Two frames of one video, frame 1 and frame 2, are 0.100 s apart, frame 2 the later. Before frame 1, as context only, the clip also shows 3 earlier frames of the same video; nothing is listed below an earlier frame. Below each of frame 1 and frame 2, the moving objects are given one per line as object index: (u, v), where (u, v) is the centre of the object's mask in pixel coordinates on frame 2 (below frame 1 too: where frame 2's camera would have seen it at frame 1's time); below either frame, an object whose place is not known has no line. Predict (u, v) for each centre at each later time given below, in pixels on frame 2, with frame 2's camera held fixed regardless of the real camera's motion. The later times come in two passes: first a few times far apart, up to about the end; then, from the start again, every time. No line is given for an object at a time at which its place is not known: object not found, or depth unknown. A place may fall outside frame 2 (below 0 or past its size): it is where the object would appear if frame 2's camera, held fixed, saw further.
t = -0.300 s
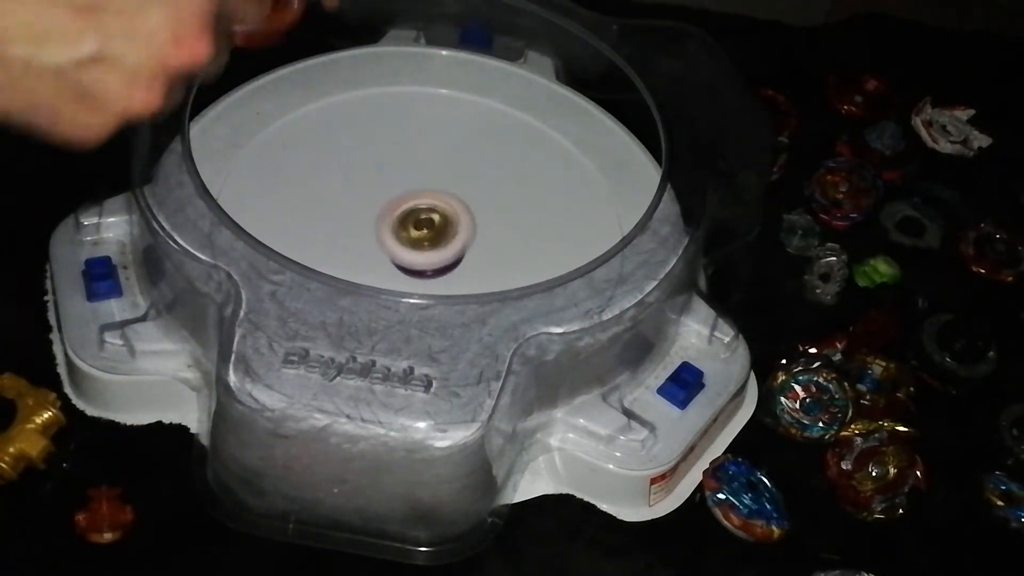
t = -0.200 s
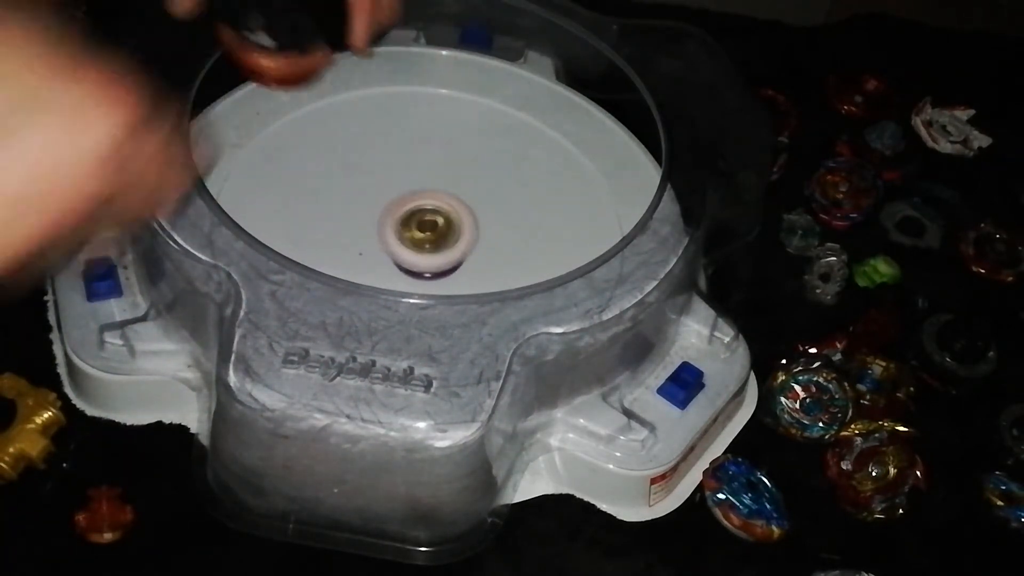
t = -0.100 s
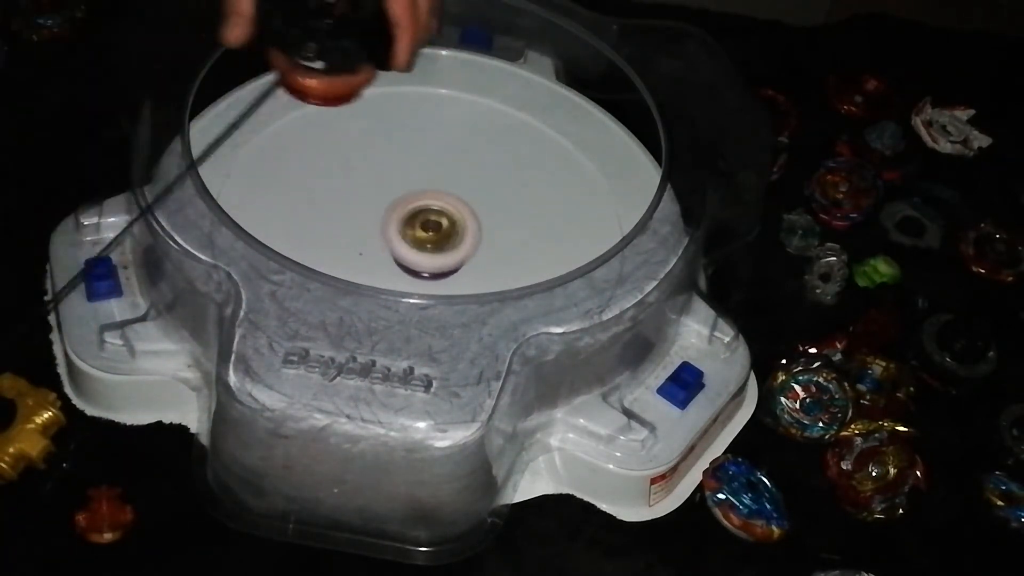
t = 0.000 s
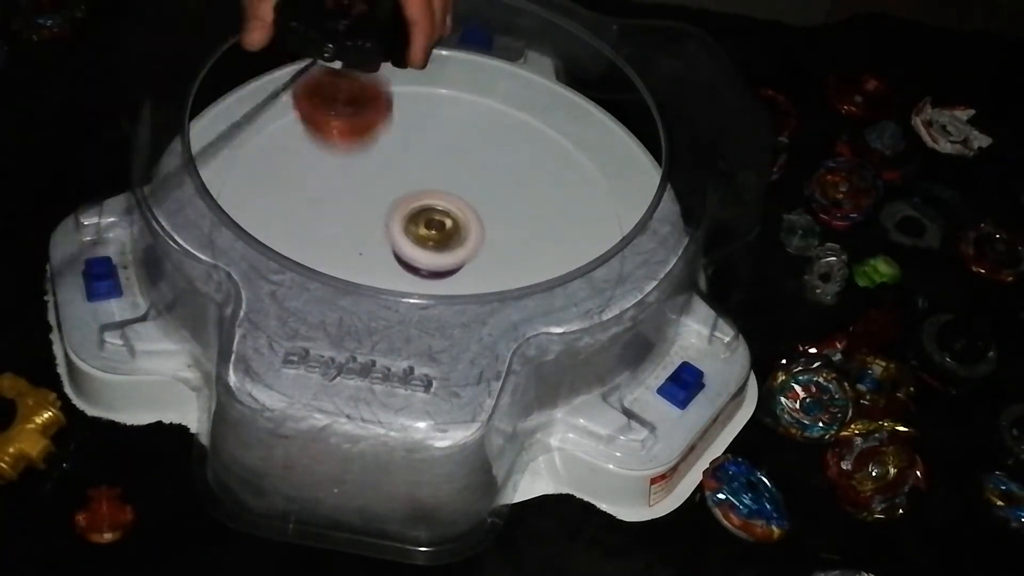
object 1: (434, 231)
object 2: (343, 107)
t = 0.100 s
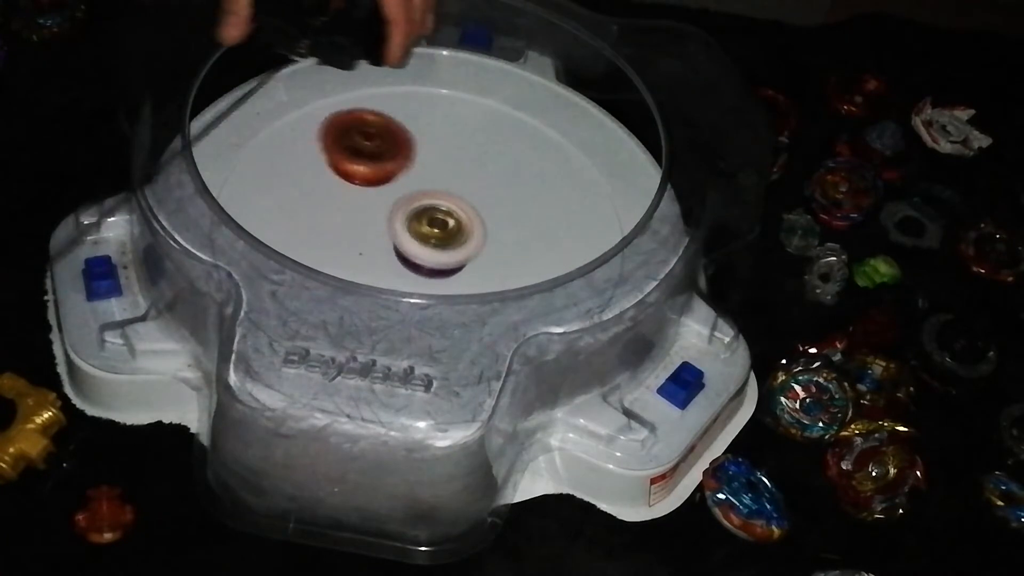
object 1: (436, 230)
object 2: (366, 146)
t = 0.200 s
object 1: (441, 232)
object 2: (399, 161)
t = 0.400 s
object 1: (434, 231)
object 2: (430, 158)
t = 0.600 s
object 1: (428, 234)
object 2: (444, 149)
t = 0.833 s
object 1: (428, 233)
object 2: (458, 160)
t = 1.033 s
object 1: (415, 246)
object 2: (482, 161)
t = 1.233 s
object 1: (418, 239)
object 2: (487, 190)
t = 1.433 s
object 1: (400, 247)
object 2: (531, 198)
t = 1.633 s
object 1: (390, 243)
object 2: (520, 222)
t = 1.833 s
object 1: (388, 239)
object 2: (483, 248)
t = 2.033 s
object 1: (378, 222)
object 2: (458, 265)
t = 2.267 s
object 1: (376, 201)
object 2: (408, 270)
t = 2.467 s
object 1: (381, 189)
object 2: (367, 272)
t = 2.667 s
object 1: (387, 183)
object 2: (350, 250)
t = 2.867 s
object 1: (417, 138)
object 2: (338, 269)
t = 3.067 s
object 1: (423, 139)
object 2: (361, 249)
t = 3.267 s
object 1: (434, 150)
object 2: (393, 221)
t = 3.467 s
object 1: (444, 143)
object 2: (401, 223)
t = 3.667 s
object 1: (451, 147)
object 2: (419, 221)
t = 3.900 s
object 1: (459, 150)
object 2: (436, 237)
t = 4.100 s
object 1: (464, 153)
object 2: (444, 247)
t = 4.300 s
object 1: (470, 158)
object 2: (438, 250)
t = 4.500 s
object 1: (484, 172)
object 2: (427, 246)
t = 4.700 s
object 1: (496, 184)
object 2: (416, 233)
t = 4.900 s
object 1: (500, 189)
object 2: (410, 218)
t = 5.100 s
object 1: (499, 187)
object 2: (390, 214)
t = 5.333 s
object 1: (491, 207)
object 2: (389, 211)
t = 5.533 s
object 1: (489, 208)
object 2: (382, 209)
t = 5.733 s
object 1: (488, 220)
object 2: (391, 211)
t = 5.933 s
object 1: (500, 232)
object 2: (372, 212)
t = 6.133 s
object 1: (477, 232)
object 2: (374, 213)
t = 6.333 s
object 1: (476, 237)
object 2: (373, 214)
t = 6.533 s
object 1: (481, 237)
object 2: (363, 196)
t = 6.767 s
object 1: (480, 241)
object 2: (380, 191)
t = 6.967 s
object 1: (487, 248)
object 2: (395, 186)
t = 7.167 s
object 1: (475, 252)
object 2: (406, 190)
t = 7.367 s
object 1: (478, 256)
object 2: (394, 187)
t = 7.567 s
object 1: (473, 258)
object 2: (389, 195)
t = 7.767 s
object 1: (455, 258)
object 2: (393, 204)
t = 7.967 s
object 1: (443, 264)
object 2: (392, 206)
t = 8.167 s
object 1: (450, 265)
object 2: (390, 207)
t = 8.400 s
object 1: (455, 268)
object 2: (380, 191)
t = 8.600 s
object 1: (455, 264)
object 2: (390, 189)
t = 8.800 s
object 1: (436, 264)
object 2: (407, 199)
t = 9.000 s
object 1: (439, 268)
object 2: (419, 204)
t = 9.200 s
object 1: (437, 270)
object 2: (421, 203)
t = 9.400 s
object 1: (428, 270)
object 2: (420, 192)
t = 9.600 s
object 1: (416, 267)
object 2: (426, 196)
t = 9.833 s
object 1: (418, 267)
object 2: (432, 177)
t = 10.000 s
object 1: (410, 262)
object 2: (437, 175)
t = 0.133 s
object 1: (437, 229)
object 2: (378, 156)
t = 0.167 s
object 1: (438, 229)
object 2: (390, 162)
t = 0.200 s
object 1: (441, 232)
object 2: (399, 161)
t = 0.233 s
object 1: (441, 233)
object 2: (407, 159)
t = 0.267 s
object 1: (441, 233)
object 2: (414, 158)
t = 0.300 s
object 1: (441, 233)
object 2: (419, 158)
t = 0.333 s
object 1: (439, 232)
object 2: (423, 158)
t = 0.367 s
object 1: (437, 231)
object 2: (427, 158)
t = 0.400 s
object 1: (434, 231)
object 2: (430, 158)
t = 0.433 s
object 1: (432, 231)
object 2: (432, 159)
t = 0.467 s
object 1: (431, 231)
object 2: (435, 160)
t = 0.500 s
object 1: (429, 233)
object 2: (438, 159)
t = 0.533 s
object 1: (429, 236)
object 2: (440, 154)
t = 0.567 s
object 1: (429, 235)
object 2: (442, 151)
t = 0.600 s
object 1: (428, 234)
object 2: (444, 149)
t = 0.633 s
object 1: (429, 234)
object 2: (446, 148)
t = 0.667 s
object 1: (429, 234)
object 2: (448, 148)
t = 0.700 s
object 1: (428, 234)
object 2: (450, 149)
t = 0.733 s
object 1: (428, 233)
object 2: (452, 151)
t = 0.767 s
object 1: (429, 233)
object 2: (454, 153)
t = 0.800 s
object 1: (428, 232)
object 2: (456, 156)
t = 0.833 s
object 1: (428, 233)
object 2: (458, 160)
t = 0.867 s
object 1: (427, 232)
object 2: (460, 163)
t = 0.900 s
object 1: (425, 238)
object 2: (465, 165)
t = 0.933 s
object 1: (419, 243)
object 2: (473, 161)
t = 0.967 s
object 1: (416, 245)
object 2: (477, 159)
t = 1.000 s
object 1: (414, 246)
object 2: (480, 159)
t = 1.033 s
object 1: (415, 246)
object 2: (482, 161)
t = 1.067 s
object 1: (416, 246)
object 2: (484, 164)
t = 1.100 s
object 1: (417, 246)
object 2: (485, 168)
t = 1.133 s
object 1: (417, 244)
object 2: (486, 173)
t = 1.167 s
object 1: (418, 243)
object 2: (487, 178)
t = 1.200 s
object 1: (419, 241)
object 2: (487, 184)
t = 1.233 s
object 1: (418, 239)
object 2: (487, 190)
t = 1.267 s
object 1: (412, 239)
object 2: (493, 194)
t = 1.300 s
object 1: (404, 242)
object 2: (507, 194)
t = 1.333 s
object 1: (400, 245)
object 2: (517, 193)
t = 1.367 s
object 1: (401, 247)
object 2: (524, 194)
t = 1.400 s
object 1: (400, 247)
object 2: (528, 195)
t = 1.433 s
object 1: (400, 247)
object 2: (531, 198)
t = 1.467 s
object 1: (400, 246)
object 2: (533, 201)
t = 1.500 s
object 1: (398, 244)
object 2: (533, 204)
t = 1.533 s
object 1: (395, 243)
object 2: (531, 208)
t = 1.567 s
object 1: (392, 244)
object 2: (528, 213)
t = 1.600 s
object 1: (391, 243)
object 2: (525, 217)
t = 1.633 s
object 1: (390, 243)
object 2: (520, 222)
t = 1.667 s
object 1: (388, 242)
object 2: (515, 227)
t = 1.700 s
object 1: (387, 243)
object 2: (509, 231)
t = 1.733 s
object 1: (387, 243)
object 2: (503, 236)
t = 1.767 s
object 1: (387, 242)
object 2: (497, 240)
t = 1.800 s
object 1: (388, 241)
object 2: (490, 244)
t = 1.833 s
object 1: (388, 239)
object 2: (483, 248)
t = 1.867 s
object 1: (383, 237)
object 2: (482, 252)
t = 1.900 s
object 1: (380, 232)
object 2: (481, 256)
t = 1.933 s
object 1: (379, 228)
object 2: (478, 259)
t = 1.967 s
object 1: (378, 226)
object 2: (472, 261)
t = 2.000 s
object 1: (377, 224)
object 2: (466, 264)
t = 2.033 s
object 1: (378, 222)
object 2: (458, 265)
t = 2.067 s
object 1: (377, 221)
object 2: (451, 267)
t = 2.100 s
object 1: (375, 218)
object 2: (445, 269)
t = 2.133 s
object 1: (375, 214)
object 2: (438, 270)
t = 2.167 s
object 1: (374, 211)
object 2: (430, 271)
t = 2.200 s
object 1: (375, 207)
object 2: (423, 271)
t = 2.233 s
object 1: (375, 204)
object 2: (415, 271)
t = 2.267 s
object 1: (376, 201)
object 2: (408, 270)
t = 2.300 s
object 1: (377, 200)
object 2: (400, 269)
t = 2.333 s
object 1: (377, 198)
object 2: (391, 274)
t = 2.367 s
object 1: (378, 197)
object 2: (384, 272)
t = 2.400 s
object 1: (379, 196)
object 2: (378, 270)
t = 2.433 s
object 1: (380, 193)
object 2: (371, 272)
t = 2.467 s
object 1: (381, 189)
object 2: (367, 272)
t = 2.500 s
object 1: (383, 185)
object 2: (363, 270)
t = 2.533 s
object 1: (383, 183)
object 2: (360, 267)
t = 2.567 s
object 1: (385, 182)
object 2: (356, 264)
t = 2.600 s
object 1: (385, 182)
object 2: (354, 260)
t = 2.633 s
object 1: (385, 182)
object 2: (351, 256)
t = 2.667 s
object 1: (387, 183)
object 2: (350, 250)
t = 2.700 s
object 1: (386, 182)
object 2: (346, 249)
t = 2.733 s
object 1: (392, 170)
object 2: (337, 258)
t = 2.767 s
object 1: (397, 159)
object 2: (333, 265)
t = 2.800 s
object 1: (404, 151)
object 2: (332, 268)
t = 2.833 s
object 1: (411, 144)
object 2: (334, 270)
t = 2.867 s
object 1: (417, 138)
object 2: (338, 269)
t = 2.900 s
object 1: (421, 136)
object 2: (341, 267)
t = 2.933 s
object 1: (424, 135)
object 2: (345, 264)
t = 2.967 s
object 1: (424, 135)
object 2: (348, 261)
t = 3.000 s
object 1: (424, 135)
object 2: (353, 258)
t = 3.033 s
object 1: (424, 137)
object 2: (356, 254)
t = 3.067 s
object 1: (423, 139)
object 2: (361, 249)
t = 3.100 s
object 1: (424, 140)
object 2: (365, 245)
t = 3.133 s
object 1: (422, 143)
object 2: (370, 241)
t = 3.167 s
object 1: (422, 146)
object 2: (376, 236)
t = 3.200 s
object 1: (425, 150)
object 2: (381, 231)
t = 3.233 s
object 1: (430, 151)
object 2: (387, 226)
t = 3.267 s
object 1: (434, 150)
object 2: (393, 221)
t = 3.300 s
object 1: (433, 148)
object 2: (397, 217)
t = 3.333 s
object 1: (436, 143)
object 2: (393, 219)
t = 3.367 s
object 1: (440, 144)
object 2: (391, 222)
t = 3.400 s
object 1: (443, 144)
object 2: (393, 223)
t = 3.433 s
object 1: (444, 144)
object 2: (397, 224)
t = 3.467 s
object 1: (444, 143)
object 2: (401, 223)
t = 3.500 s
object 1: (445, 144)
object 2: (404, 223)
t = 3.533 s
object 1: (445, 145)
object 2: (407, 222)
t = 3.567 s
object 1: (448, 145)
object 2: (410, 222)
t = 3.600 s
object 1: (448, 145)
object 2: (413, 222)
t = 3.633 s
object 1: (450, 145)
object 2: (416, 221)
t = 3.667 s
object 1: (451, 147)
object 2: (419, 221)
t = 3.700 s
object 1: (453, 148)
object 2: (422, 221)
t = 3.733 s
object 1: (455, 149)
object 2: (425, 221)
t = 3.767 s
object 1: (456, 151)
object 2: (427, 221)
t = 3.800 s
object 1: (457, 149)
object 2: (428, 226)
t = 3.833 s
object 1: (458, 150)
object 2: (430, 231)
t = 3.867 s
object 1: (459, 150)
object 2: (433, 234)
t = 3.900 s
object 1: (459, 150)
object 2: (436, 237)
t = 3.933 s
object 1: (459, 151)
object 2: (439, 239)
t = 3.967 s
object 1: (460, 152)
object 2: (441, 241)
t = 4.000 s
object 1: (460, 152)
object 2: (443, 243)
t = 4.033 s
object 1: (462, 153)
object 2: (444, 244)
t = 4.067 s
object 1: (464, 153)
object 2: (444, 246)
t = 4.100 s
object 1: (464, 153)
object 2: (444, 247)
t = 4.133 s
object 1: (466, 153)
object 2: (444, 248)
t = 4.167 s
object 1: (466, 153)
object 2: (443, 249)
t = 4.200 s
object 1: (467, 154)
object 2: (442, 249)
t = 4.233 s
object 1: (467, 154)
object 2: (441, 250)
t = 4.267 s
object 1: (469, 156)
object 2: (440, 250)
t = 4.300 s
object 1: (470, 158)
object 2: (438, 250)
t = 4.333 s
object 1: (472, 160)
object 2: (436, 250)
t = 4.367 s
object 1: (475, 162)
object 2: (435, 249)
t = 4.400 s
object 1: (477, 165)
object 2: (433, 249)
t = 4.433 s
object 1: (480, 167)
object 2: (431, 248)
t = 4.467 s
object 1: (481, 169)
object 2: (429, 247)
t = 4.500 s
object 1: (484, 172)
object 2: (427, 246)
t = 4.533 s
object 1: (486, 174)
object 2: (425, 244)
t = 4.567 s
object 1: (488, 176)
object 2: (423, 242)
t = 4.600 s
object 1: (490, 179)
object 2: (421, 240)
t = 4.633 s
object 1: (492, 181)
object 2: (419, 238)
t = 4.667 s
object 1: (494, 183)
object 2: (418, 236)
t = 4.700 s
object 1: (496, 184)
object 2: (416, 233)
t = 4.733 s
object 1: (498, 186)
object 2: (415, 230)
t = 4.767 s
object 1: (499, 187)
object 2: (413, 228)
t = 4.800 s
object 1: (500, 188)
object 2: (412, 225)
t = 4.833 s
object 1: (500, 189)
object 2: (411, 223)
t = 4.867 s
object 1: (501, 189)
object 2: (410, 220)
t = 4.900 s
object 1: (500, 189)
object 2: (410, 218)
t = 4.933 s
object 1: (499, 189)
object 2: (410, 216)
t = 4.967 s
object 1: (500, 188)
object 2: (408, 214)
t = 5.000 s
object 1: (498, 188)
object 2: (406, 213)
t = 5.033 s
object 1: (500, 187)
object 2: (398, 213)
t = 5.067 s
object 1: (500, 187)
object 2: (393, 214)
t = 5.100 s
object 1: (499, 187)
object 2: (390, 214)
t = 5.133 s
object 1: (497, 189)
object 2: (388, 215)
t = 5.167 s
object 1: (493, 191)
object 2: (387, 215)
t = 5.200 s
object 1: (489, 193)
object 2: (388, 214)
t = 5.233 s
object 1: (486, 198)
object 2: (388, 214)
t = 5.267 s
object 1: (486, 202)
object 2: (388, 213)
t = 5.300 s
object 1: (488, 206)
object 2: (389, 212)
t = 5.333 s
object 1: (491, 207)
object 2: (389, 211)
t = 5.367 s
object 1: (492, 205)
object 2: (390, 210)
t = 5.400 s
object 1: (491, 206)
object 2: (390, 209)
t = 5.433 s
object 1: (494, 206)
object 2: (387, 208)
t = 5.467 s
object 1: (494, 205)
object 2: (384, 208)
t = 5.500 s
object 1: (490, 205)
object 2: (382, 208)
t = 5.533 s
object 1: (489, 208)
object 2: (382, 209)
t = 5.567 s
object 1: (491, 211)
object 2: (382, 210)
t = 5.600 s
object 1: (490, 212)
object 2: (383, 210)
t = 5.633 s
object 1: (488, 213)
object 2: (385, 211)
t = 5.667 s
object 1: (489, 217)
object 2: (387, 211)
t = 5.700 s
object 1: (489, 218)
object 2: (389, 211)
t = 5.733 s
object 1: (488, 220)
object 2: (391, 211)
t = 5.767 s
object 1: (493, 223)
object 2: (387, 210)
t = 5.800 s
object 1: (500, 226)
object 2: (380, 208)
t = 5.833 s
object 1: (502, 229)
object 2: (376, 208)
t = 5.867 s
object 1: (503, 231)
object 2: (373, 209)
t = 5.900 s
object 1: (502, 232)
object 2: (372, 211)
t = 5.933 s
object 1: (500, 232)
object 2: (372, 212)
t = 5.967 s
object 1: (497, 230)
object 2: (373, 213)
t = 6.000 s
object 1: (492, 230)
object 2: (374, 214)
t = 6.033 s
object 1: (487, 230)
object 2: (376, 214)
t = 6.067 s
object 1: (482, 230)
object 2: (378, 214)
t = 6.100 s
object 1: (477, 230)
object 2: (378, 214)
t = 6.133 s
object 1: (477, 232)
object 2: (374, 213)
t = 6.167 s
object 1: (477, 232)
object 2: (371, 212)
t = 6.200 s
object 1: (475, 233)
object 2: (369, 213)
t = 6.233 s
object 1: (474, 235)
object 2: (369, 213)
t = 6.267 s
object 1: (475, 236)
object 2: (369, 213)
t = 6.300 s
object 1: (476, 237)
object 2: (371, 214)
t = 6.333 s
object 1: (476, 237)
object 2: (373, 214)
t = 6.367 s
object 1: (475, 238)
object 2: (376, 214)
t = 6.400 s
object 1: (478, 239)
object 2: (375, 211)
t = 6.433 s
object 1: (484, 239)
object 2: (369, 204)
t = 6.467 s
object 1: (485, 239)
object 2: (365, 201)
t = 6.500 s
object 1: (484, 237)
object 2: (363, 198)
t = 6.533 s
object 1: (481, 237)
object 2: (363, 196)
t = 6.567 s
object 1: (481, 239)
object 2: (363, 194)
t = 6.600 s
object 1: (482, 240)
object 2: (365, 193)
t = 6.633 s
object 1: (482, 240)
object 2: (367, 192)
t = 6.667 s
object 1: (481, 240)
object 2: (369, 191)
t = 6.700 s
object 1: (480, 240)
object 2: (373, 191)
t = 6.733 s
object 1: (480, 240)
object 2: (376, 190)
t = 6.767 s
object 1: (480, 241)
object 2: (380, 191)
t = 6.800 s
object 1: (480, 241)
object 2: (385, 191)
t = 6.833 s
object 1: (479, 240)
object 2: (390, 192)
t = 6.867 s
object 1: (478, 239)
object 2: (395, 193)
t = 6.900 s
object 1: (478, 242)
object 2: (398, 194)
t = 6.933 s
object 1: (486, 247)
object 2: (396, 189)
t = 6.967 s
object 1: (487, 248)
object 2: (395, 186)
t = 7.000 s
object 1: (486, 250)
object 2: (395, 185)
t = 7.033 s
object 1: (486, 250)
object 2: (396, 185)
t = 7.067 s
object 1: (484, 249)
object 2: (398, 187)
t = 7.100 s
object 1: (481, 248)
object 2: (401, 188)
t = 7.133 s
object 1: (476, 249)
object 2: (404, 189)
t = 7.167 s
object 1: (475, 252)
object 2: (406, 190)
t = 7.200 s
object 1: (476, 254)
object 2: (409, 192)
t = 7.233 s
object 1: (478, 254)
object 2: (412, 194)
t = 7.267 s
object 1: (477, 253)
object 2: (415, 196)
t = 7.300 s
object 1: (483, 256)
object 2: (411, 193)
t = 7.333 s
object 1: (484, 256)
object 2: (398, 187)
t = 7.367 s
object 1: (478, 256)
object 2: (394, 187)
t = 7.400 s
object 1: (475, 258)
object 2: (391, 187)
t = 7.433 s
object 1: (477, 258)
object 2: (389, 189)
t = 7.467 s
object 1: (478, 258)
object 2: (388, 191)
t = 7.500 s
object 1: (478, 258)
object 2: (388, 192)
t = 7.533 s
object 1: (475, 258)
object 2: (389, 193)
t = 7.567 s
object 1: (473, 258)
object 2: (389, 195)
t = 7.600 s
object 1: (471, 258)
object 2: (390, 196)
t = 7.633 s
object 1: (467, 258)
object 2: (390, 197)
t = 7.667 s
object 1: (464, 258)
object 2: (391, 199)
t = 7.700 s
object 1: (461, 259)
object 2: (392, 201)
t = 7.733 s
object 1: (458, 258)
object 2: (392, 202)
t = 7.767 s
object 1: (455, 258)
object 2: (393, 204)
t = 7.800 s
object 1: (453, 259)
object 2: (393, 204)
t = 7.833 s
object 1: (450, 261)
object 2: (392, 203)
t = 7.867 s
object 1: (448, 263)
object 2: (392, 203)
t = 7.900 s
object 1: (445, 263)
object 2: (391, 203)
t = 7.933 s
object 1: (444, 263)
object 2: (391, 204)
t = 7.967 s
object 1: (443, 264)
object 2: (392, 206)
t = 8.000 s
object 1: (444, 264)
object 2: (393, 206)
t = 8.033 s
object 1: (445, 264)
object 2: (394, 208)
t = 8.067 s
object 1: (447, 264)
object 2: (394, 207)
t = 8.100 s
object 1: (450, 265)
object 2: (393, 207)
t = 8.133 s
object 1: (450, 265)
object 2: (391, 206)
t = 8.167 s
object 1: (450, 265)
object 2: (390, 207)
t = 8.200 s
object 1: (449, 265)
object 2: (389, 206)
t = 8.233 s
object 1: (450, 264)
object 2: (389, 207)
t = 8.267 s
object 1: (452, 264)
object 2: (389, 205)
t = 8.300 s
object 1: (455, 265)
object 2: (385, 199)
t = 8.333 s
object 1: (456, 267)
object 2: (382, 195)
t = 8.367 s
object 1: (456, 268)
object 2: (381, 192)
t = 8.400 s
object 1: (455, 268)
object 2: (380, 191)
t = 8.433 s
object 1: (455, 268)
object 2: (380, 189)
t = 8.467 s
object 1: (454, 268)
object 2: (382, 189)
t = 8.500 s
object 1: (454, 268)
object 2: (383, 189)
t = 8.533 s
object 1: (455, 267)
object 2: (385, 188)
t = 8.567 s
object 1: (456, 266)
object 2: (387, 189)
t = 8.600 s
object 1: (455, 264)
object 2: (390, 189)
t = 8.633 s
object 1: (452, 263)
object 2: (392, 190)
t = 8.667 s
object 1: (443, 261)
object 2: (395, 192)
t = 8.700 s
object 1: (437, 262)
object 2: (398, 194)
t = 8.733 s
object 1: (433, 263)
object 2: (401, 195)
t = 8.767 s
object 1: (434, 264)
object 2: (404, 197)
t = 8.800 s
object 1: (436, 264)
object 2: (407, 199)
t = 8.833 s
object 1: (437, 264)
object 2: (409, 200)
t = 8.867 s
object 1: (440, 264)
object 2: (412, 202)
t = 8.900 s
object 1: (442, 267)
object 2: (415, 201)
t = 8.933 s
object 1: (439, 268)
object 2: (417, 201)
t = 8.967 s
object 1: (439, 268)
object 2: (418, 202)
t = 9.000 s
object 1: (439, 268)
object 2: (419, 204)
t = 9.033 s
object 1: (439, 269)
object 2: (420, 204)
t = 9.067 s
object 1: (437, 270)
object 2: (421, 203)
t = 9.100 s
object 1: (438, 270)
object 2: (421, 203)
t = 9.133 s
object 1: (438, 270)
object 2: (421, 203)
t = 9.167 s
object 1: (438, 270)
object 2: (421, 204)
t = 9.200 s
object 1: (437, 270)
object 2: (421, 203)
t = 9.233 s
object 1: (436, 273)
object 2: (421, 198)
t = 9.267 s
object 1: (436, 273)
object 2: (420, 195)
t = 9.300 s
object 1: (436, 272)
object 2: (419, 193)
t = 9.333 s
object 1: (436, 272)
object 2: (418, 193)
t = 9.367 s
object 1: (431, 271)
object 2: (419, 192)
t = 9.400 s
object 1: (428, 270)
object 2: (420, 192)
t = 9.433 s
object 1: (422, 269)
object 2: (421, 192)
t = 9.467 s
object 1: (417, 269)
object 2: (423, 193)
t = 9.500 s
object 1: (417, 268)
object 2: (423, 193)
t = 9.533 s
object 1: (417, 268)
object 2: (424, 194)
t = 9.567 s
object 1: (417, 268)
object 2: (425, 195)
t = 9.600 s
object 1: (416, 267)
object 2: (426, 196)
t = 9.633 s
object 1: (415, 266)
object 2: (427, 198)
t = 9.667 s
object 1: (415, 265)
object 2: (427, 198)
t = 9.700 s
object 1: (416, 265)
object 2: (429, 194)
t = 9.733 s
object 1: (418, 268)
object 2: (431, 187)
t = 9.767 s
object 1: (419, 268)
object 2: (432, 181)
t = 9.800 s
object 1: (418, 268)
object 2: (432, 178)
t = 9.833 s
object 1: (418, 267)
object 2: (432, 177)
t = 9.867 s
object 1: (418, 267)
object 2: (433, 176)
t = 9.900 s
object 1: (416, 266)
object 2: (434, 175)
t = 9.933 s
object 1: (412, 265)
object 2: (435, 175)
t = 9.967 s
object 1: (410, 263)
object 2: (436, 175)
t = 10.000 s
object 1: (410, 262)
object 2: (437, 175)
